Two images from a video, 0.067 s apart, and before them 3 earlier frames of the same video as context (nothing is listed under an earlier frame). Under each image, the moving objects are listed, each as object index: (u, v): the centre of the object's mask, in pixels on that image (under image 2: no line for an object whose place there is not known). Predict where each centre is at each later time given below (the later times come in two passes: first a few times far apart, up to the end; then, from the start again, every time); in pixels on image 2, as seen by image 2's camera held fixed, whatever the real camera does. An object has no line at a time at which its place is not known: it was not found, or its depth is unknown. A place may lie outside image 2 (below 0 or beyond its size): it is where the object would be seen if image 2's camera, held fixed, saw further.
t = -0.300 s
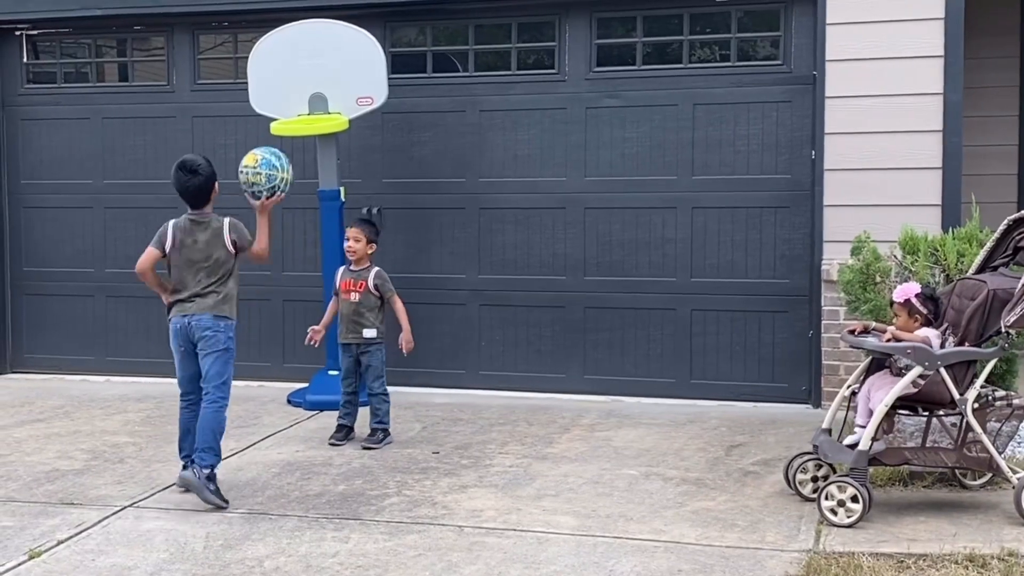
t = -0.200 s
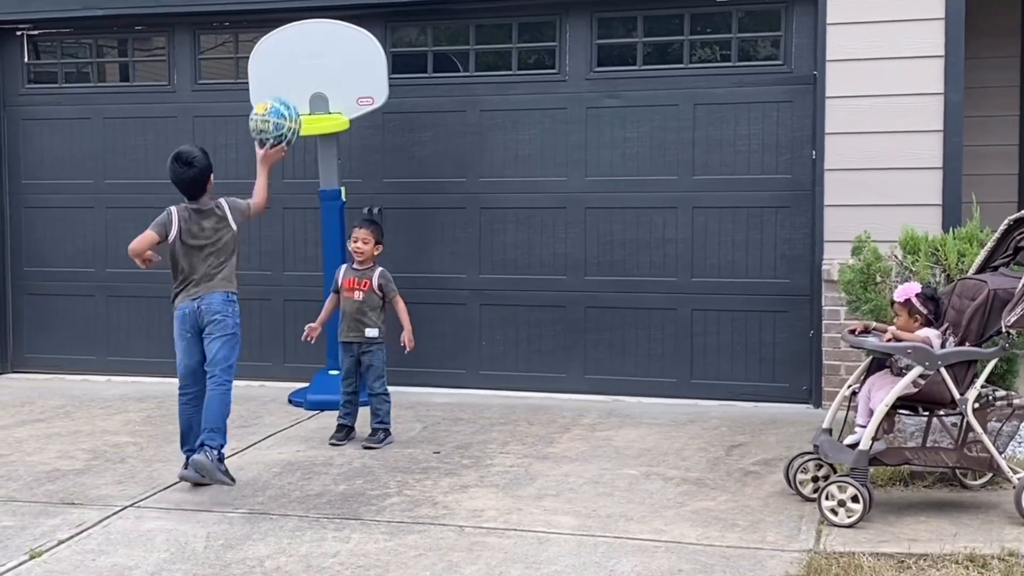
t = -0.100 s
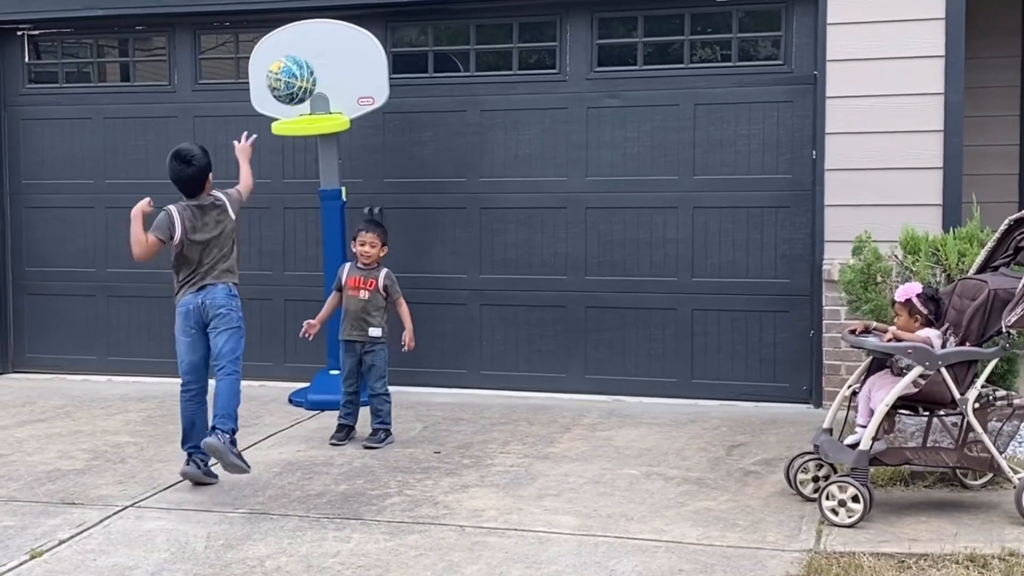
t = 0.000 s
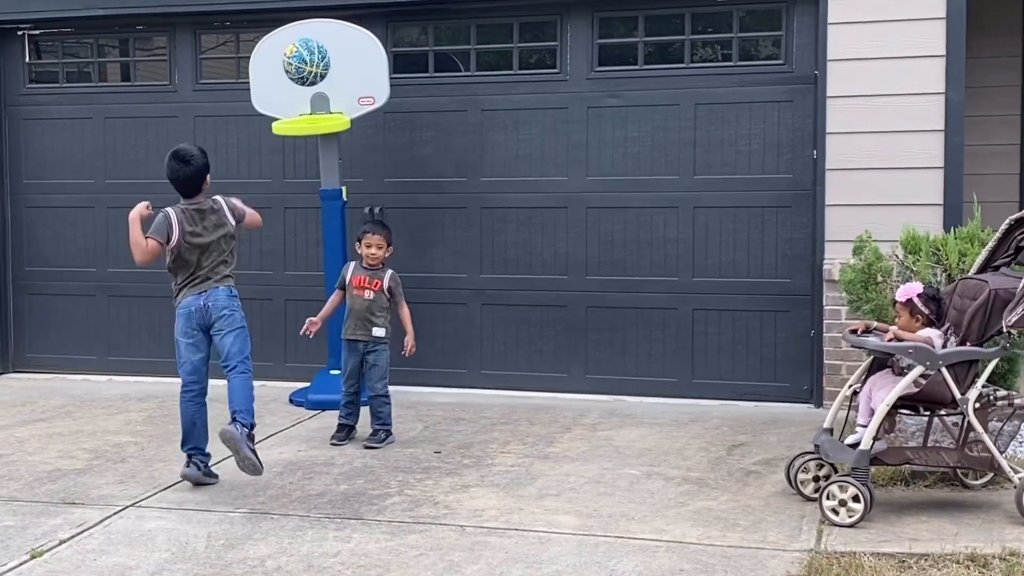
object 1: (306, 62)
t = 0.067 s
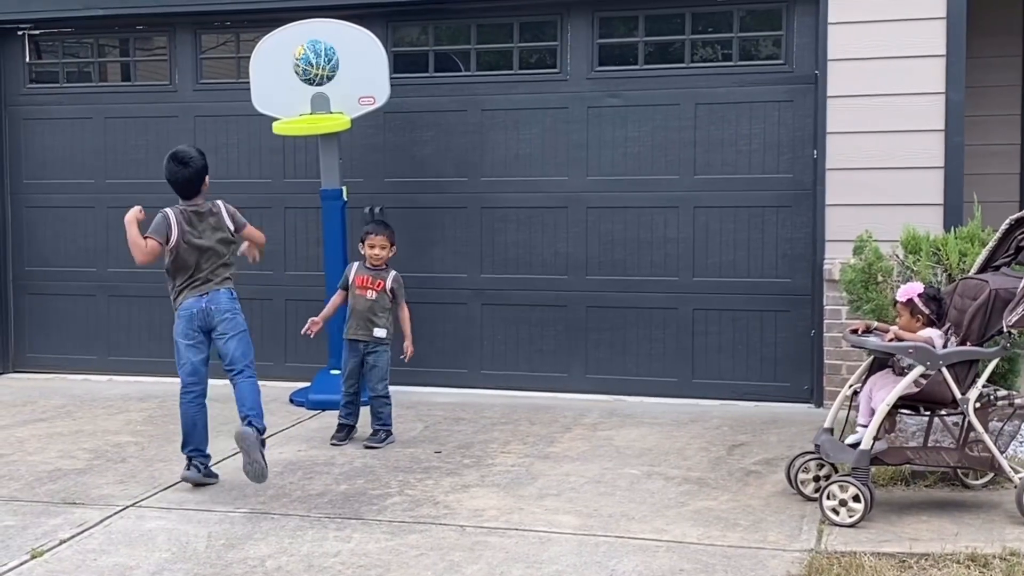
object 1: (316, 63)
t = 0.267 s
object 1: (332, 98)
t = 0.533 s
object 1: (311, 115)
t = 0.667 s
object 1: (314, 120)
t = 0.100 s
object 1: (320, 66)
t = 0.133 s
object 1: (325, 72)
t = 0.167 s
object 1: (329, 80)
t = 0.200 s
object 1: (333, 90)
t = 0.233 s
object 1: (333, 97)
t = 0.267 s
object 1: (332, 98)
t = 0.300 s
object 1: (329, 100)
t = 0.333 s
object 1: (327, 102)
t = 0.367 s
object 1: (324, 107)
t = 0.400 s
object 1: (321, 111)
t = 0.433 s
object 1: (317, 114)
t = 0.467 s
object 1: (313, 114)
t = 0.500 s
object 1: (311, 115)
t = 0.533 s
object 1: (311, 115)
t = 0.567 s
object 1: (311, 115)
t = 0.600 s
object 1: (312, 116)
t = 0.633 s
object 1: (313, 118)
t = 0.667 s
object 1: (314, 120)
